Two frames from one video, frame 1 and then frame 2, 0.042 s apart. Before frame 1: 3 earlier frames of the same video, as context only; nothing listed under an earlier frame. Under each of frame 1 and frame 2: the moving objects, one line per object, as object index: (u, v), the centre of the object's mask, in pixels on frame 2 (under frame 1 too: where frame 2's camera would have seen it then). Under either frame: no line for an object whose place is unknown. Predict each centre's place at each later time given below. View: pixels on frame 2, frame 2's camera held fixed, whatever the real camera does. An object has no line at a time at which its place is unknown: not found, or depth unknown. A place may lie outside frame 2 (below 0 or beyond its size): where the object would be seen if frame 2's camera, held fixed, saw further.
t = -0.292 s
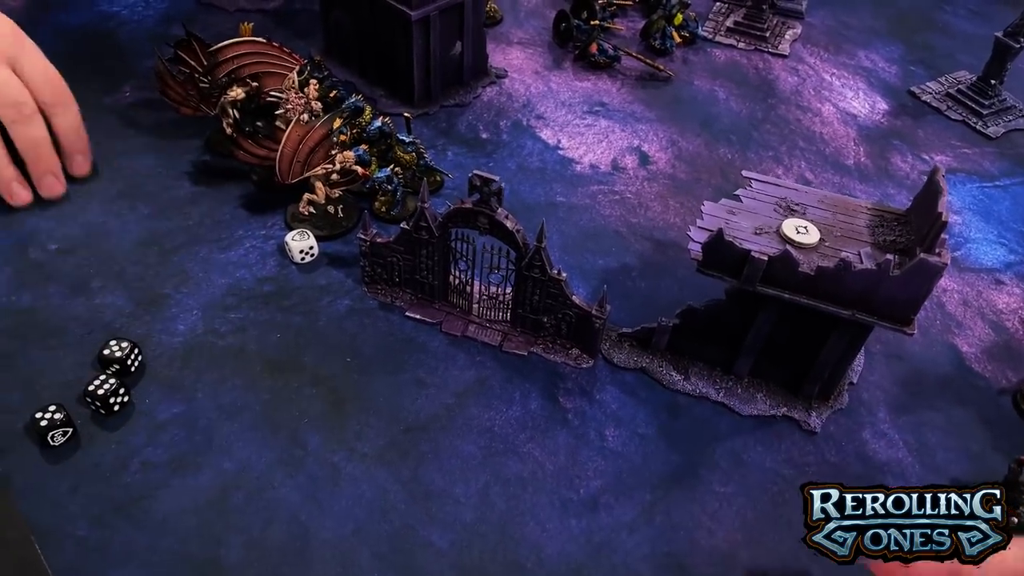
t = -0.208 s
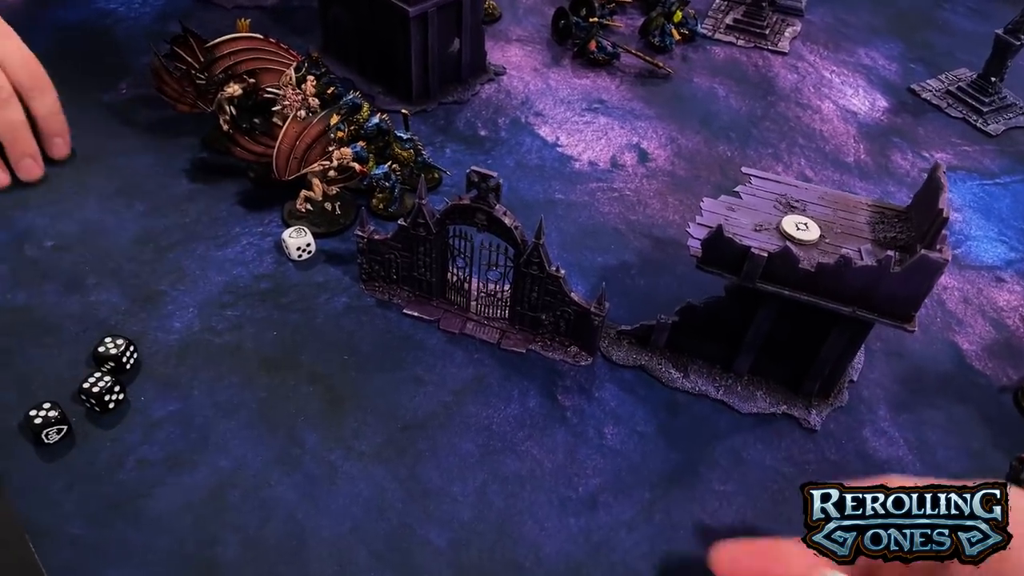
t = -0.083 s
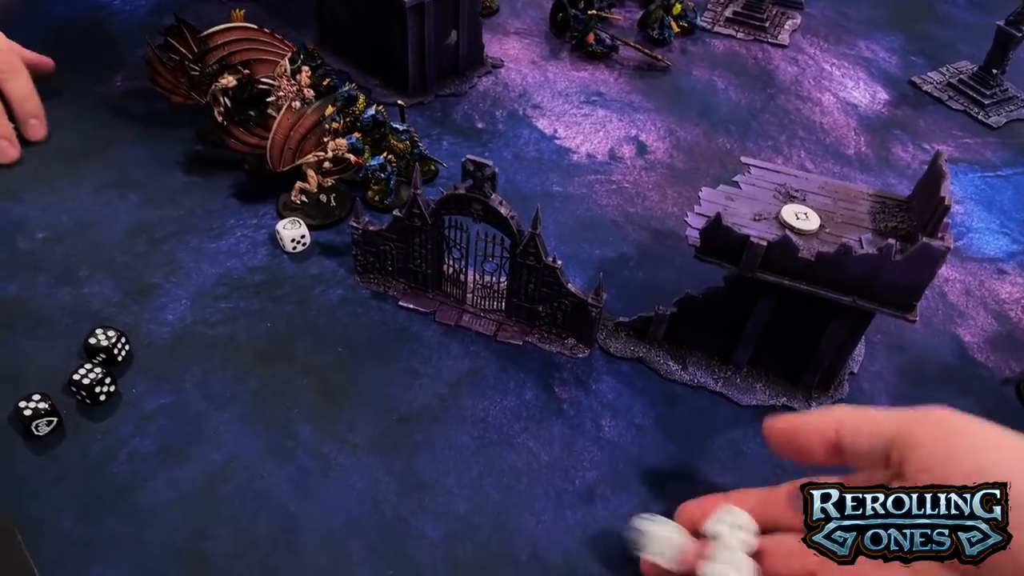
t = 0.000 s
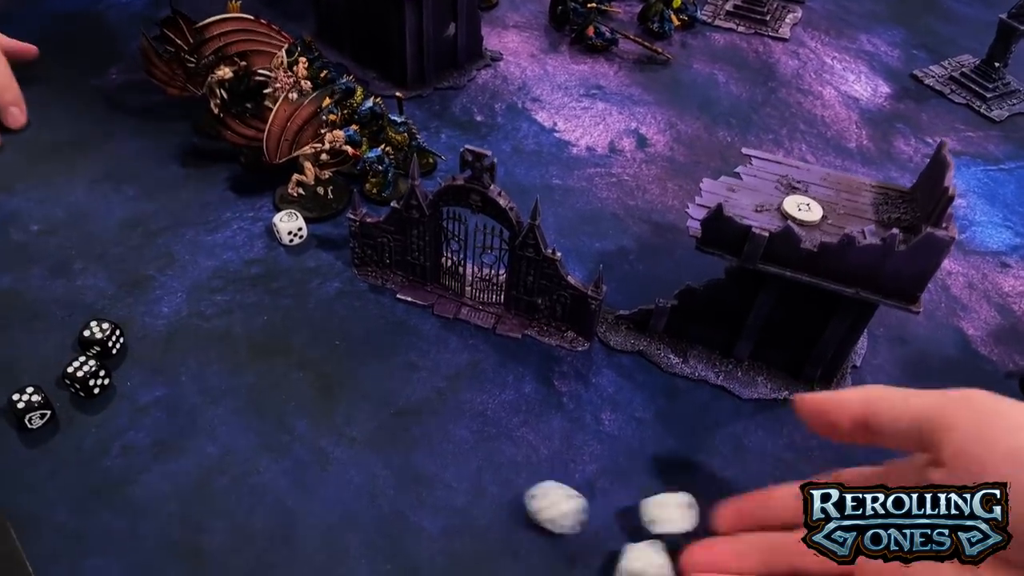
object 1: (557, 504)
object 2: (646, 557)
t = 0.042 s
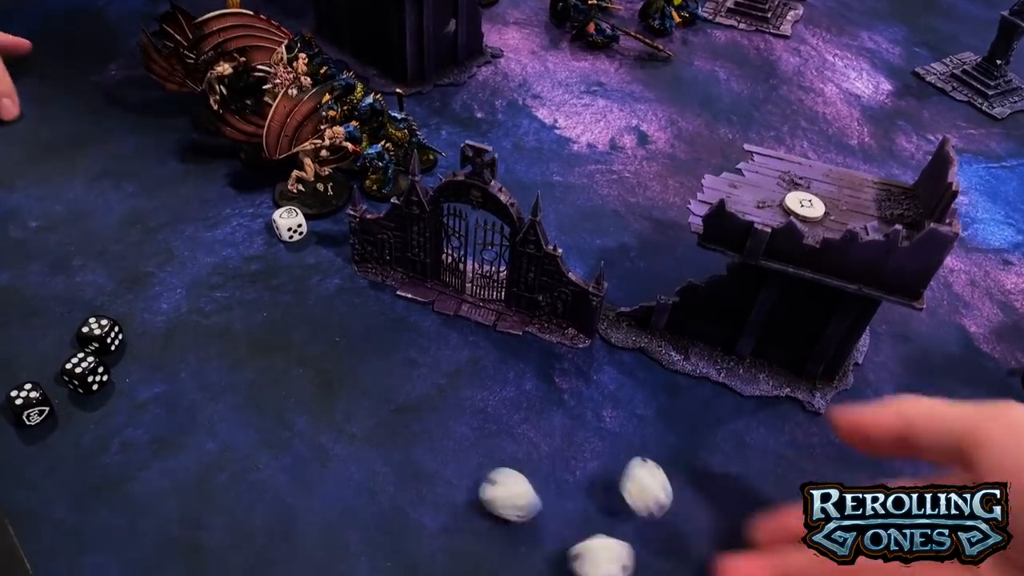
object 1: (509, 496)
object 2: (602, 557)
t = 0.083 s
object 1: (467, 490)
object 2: (556, 554)
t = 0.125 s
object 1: (427, 490)
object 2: (518, 548)
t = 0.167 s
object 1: (397, 493)
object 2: (478, 553)
